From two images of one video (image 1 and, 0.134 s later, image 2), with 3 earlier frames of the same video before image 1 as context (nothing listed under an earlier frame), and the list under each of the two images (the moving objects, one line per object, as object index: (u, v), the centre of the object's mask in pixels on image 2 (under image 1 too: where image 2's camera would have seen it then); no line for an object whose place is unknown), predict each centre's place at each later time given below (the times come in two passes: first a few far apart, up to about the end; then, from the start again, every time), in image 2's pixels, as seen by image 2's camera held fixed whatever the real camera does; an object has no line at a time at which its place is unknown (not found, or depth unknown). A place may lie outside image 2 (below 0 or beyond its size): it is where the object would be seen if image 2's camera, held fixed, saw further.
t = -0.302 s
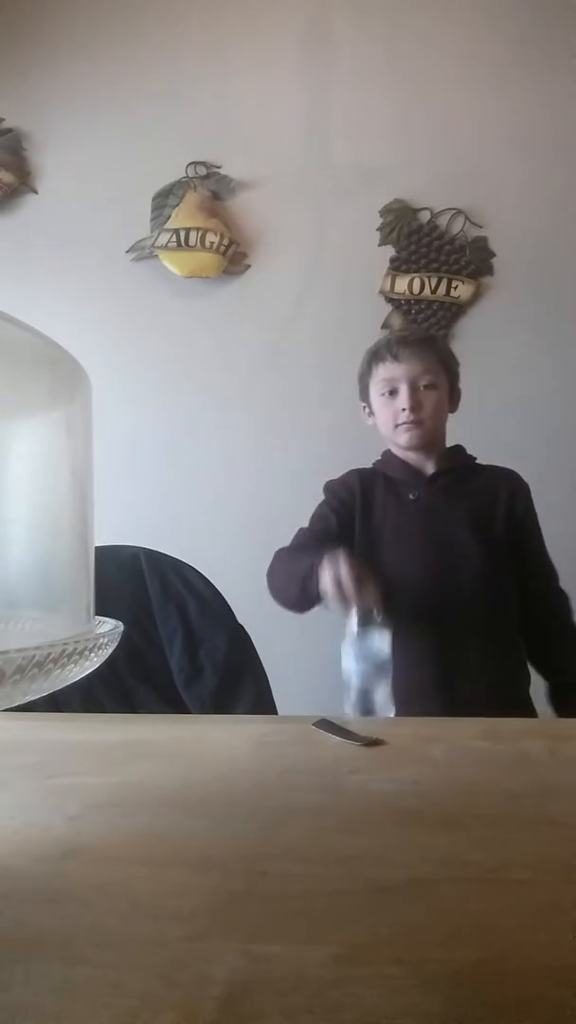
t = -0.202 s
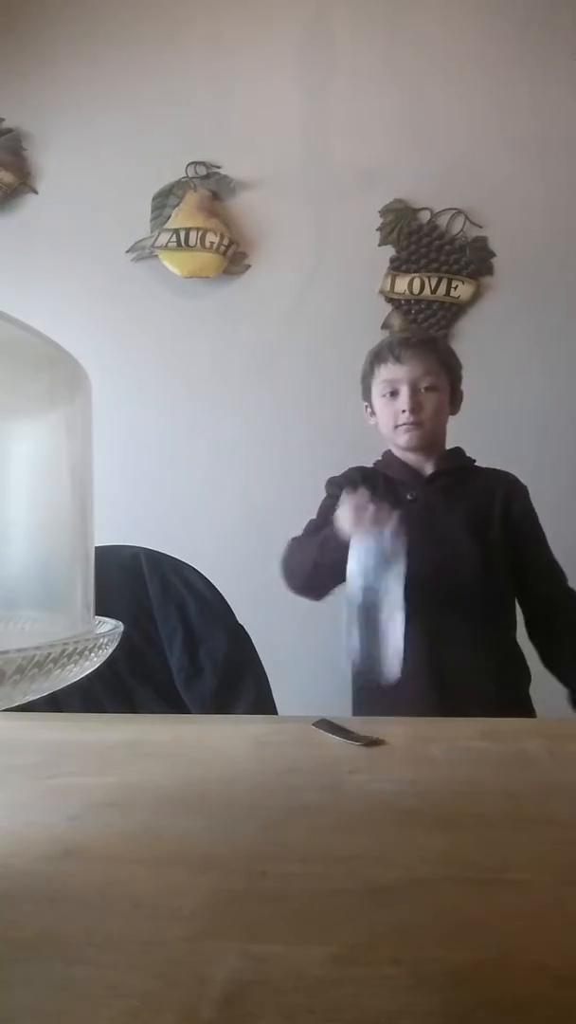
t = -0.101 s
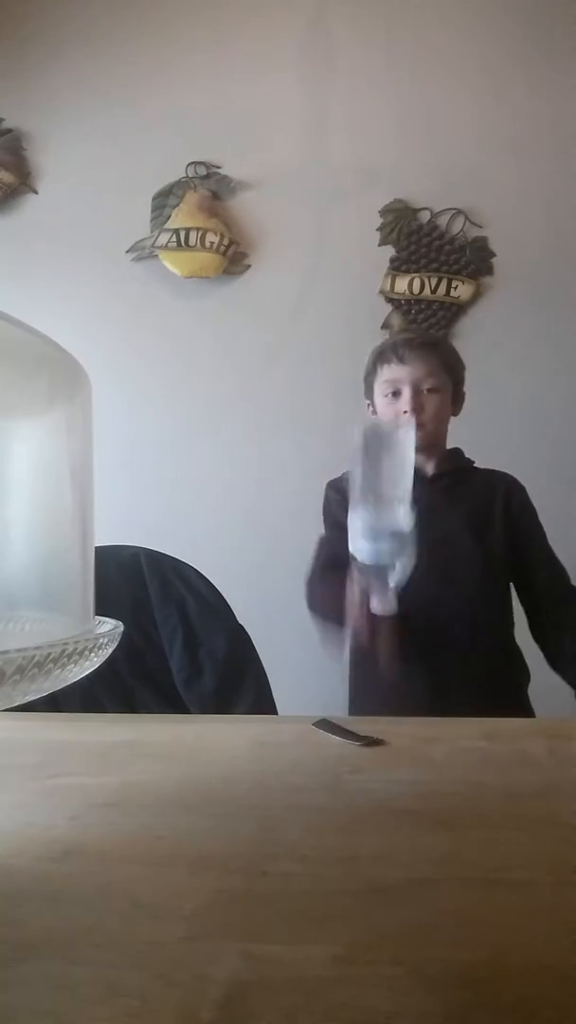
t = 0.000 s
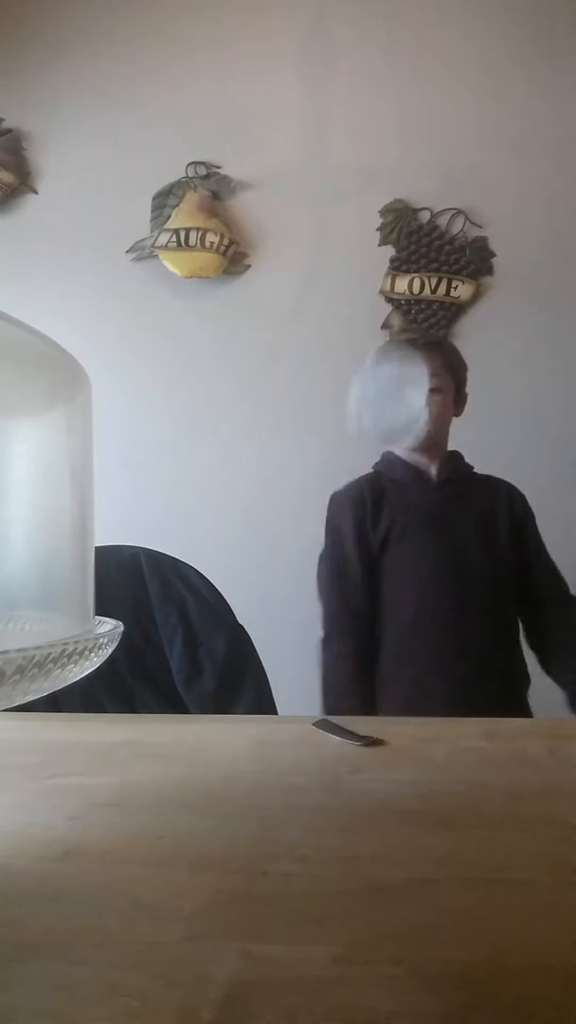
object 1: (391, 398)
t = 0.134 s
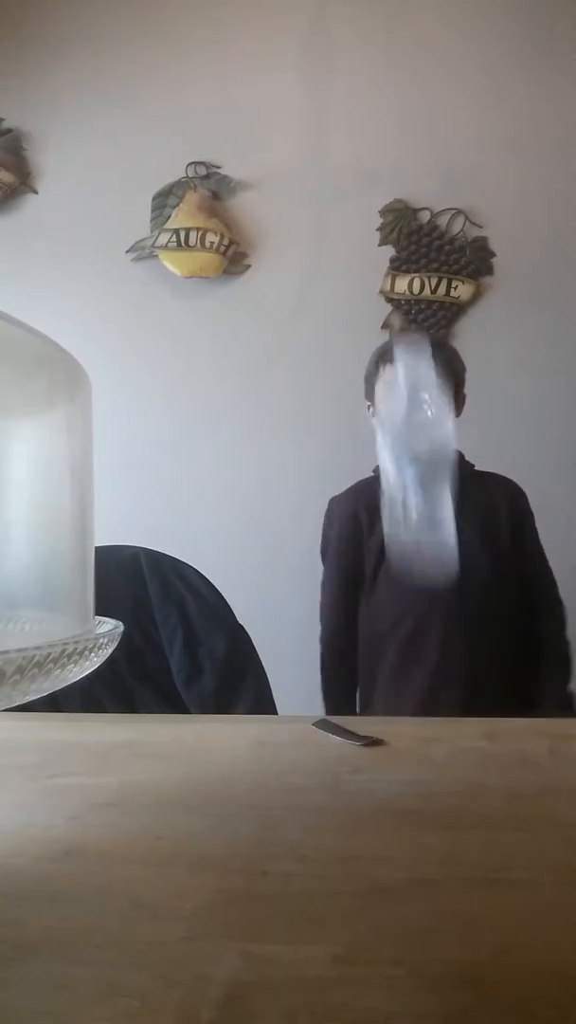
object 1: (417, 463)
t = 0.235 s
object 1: (442, 634)
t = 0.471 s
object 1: (453, 632)
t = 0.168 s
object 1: (426, 526)
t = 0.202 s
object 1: (433, 581)
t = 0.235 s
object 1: (442, 634)
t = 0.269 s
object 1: (445, 633)
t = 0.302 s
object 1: (449, 633)
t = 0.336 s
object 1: (452, 633)
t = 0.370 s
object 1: (452, 633)
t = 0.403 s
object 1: (452, 632)
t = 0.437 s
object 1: (453, 633)
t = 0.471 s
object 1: (453, 632)
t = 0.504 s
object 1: (452, 632)
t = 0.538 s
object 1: (452, 633)
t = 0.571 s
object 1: (453, 633)
